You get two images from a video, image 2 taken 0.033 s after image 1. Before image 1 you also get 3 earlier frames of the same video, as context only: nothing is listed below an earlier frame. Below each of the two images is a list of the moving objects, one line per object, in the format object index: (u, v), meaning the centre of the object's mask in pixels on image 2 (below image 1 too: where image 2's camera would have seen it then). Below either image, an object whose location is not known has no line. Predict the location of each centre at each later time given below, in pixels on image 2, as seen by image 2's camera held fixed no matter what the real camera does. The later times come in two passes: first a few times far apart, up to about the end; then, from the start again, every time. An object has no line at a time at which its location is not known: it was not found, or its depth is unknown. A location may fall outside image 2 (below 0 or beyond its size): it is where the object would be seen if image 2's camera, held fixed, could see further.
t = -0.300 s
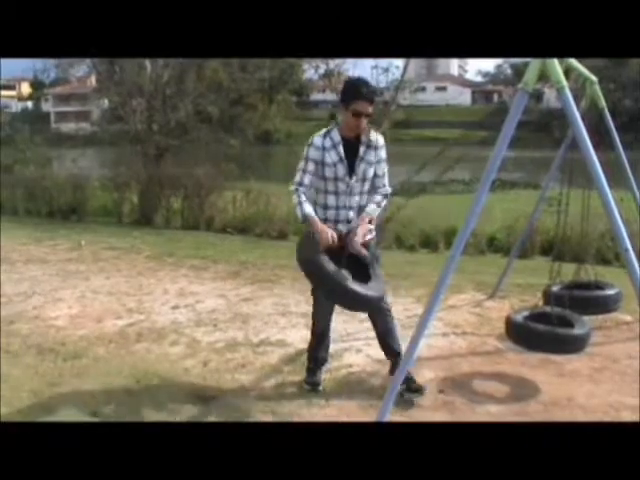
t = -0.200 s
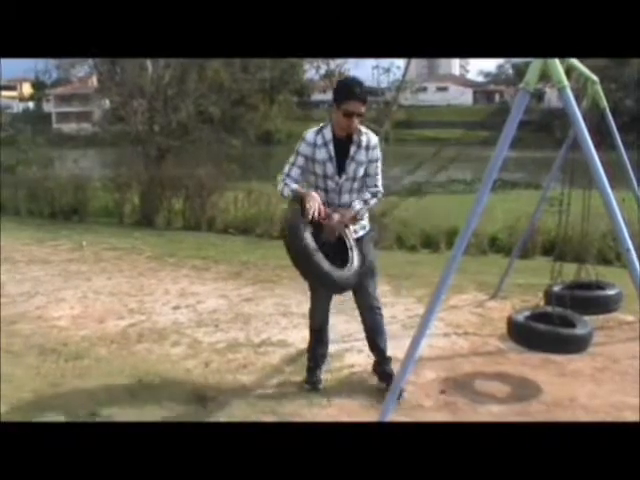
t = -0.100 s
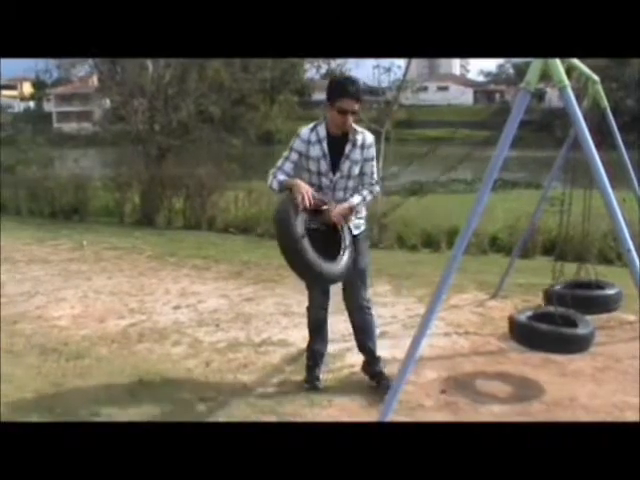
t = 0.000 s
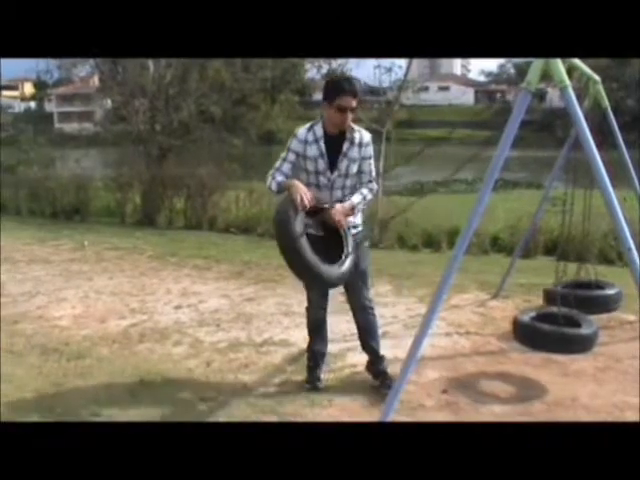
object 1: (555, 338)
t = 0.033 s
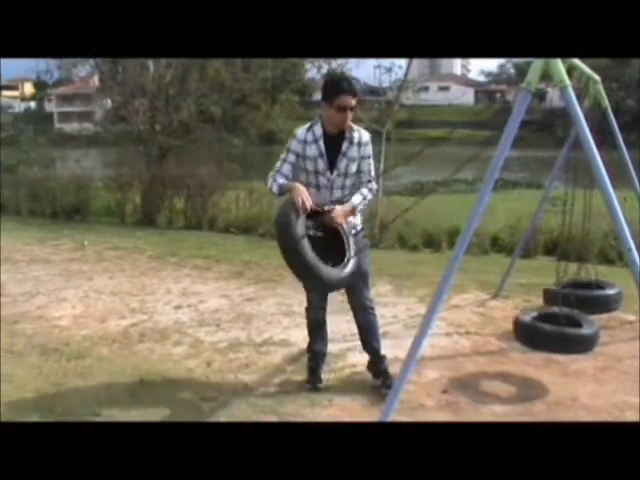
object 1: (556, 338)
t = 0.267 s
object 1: (565, 339)
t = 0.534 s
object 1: (577, 341)
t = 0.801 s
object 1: (582, 342)
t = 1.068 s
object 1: (585, 342)
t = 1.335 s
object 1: (577, 340)
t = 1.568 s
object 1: (568, 339)
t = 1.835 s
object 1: (557, 337)
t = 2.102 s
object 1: (552, 336)
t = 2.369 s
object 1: (554, 337)
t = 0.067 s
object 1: (558, 338)
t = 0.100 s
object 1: (559, 338)
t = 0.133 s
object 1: (560, 338)
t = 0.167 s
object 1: (561, 339)
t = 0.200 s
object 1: (562, 339)
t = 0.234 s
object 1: (563, 339)
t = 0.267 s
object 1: (565, 339)
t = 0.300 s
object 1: (566, 339)
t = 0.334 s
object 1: (568, 339)
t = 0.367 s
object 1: (569, 339)
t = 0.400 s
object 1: (571, 340)
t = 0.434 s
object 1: (573, 340)
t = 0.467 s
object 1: (574, 339)
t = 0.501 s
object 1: (575, 339)
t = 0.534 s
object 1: (577, 341)
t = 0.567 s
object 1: (578, 341)
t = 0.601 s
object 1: (578, 341)
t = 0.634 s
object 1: (581, 341)
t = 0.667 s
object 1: (582, 340)
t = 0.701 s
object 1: (581, 340)
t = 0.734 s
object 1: (581, 341)
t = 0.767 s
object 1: (583, 341)
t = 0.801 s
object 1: (582, 342)
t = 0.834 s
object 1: (585, 342)
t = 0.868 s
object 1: (585, 342)
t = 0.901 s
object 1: (585, 342)
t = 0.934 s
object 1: (585, 342)
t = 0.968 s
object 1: (585, 342)
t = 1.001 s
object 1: (585, 342)
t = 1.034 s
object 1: (585, 342)
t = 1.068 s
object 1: (585, 342)
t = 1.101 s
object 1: (585, 342)
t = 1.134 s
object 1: (584, 342)
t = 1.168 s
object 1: (583, 342)
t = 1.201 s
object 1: (583, 342)
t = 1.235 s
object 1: (582, 342)
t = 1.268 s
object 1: (579, 340)
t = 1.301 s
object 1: (578, 340)
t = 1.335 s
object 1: (577, 340)
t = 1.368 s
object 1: (575, 340)
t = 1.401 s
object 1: (574, 340)
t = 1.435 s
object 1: (573, 339)
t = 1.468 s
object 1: (572, 339)
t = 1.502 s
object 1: (570, 339)
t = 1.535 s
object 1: (569, 339)
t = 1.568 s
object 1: (568, 339)
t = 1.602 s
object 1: (566, 339)
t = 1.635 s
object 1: (565, 339)
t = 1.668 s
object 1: (563, 338)
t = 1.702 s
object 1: (562, 338)
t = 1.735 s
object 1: (561, 338)
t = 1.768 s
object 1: (560, 338)
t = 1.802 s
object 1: (558, 338)
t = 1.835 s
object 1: (557, 337)
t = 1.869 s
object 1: (556, 337)
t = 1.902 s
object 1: (555, 337)
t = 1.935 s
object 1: (554, 337)
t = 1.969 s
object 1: (553, 337)
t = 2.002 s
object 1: (553, 337)
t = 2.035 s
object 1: (553, 337)
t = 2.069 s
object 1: (552, 336)
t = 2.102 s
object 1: (552, 336)
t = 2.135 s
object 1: (552, 337)
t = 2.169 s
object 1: (552, 337)
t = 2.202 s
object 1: (553, 337)
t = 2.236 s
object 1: (553, 337)
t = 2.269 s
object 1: (553, 337)
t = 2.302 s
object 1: (553, 337)
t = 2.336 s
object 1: (554, 337)
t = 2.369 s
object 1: (554, 337)
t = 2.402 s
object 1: (554, 337)
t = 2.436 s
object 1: (555, 338)
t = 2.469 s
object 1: (556, 337)
